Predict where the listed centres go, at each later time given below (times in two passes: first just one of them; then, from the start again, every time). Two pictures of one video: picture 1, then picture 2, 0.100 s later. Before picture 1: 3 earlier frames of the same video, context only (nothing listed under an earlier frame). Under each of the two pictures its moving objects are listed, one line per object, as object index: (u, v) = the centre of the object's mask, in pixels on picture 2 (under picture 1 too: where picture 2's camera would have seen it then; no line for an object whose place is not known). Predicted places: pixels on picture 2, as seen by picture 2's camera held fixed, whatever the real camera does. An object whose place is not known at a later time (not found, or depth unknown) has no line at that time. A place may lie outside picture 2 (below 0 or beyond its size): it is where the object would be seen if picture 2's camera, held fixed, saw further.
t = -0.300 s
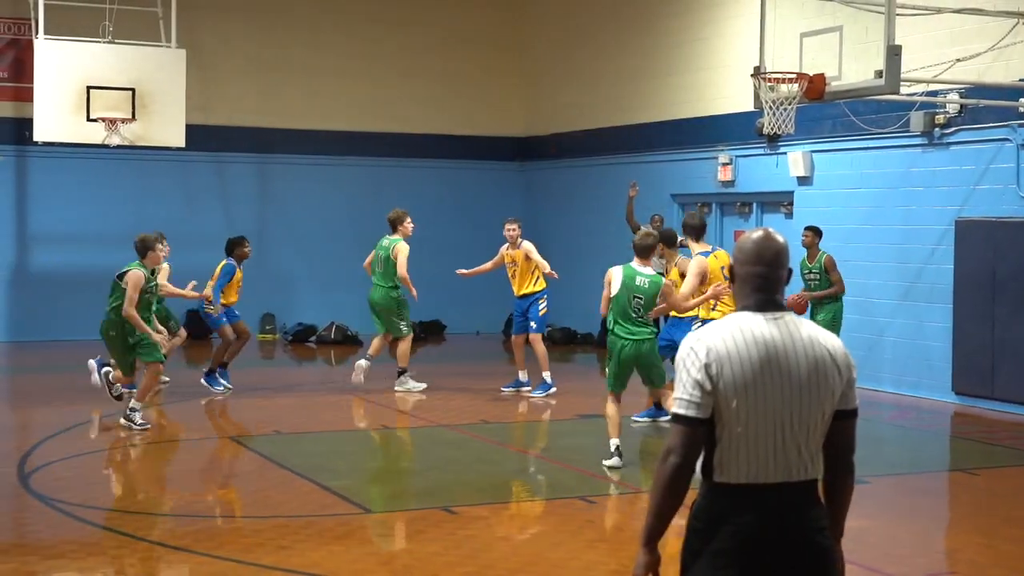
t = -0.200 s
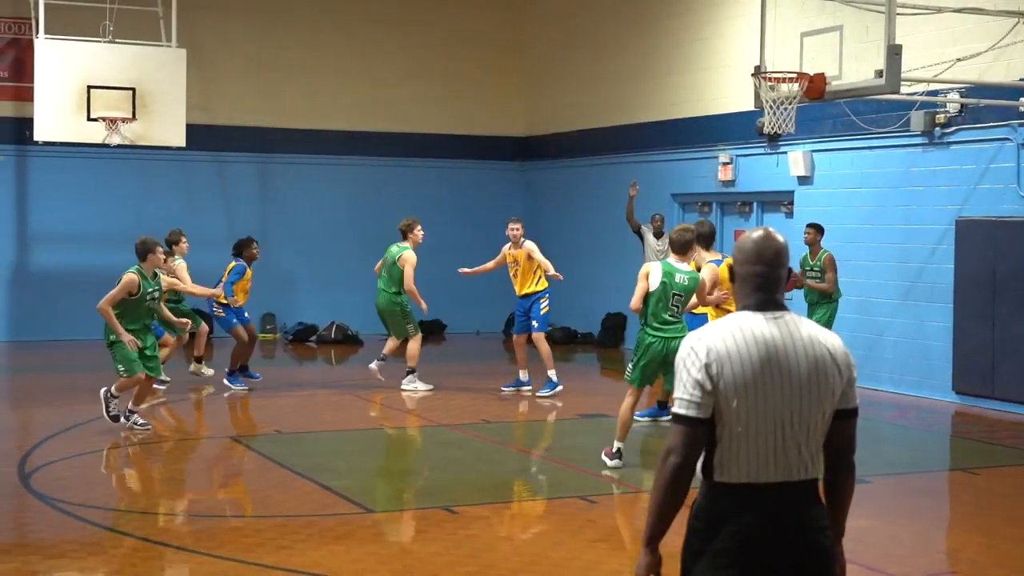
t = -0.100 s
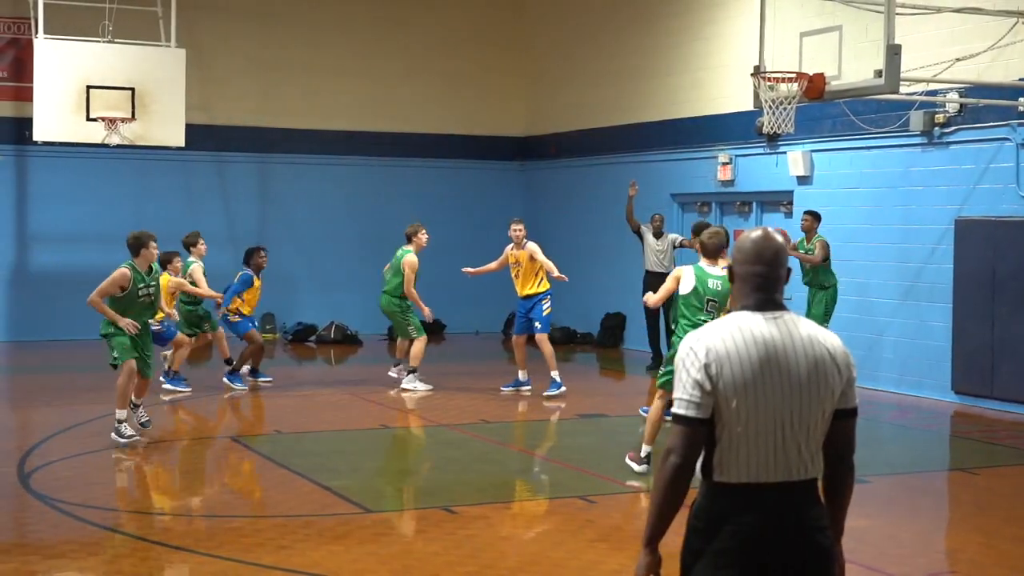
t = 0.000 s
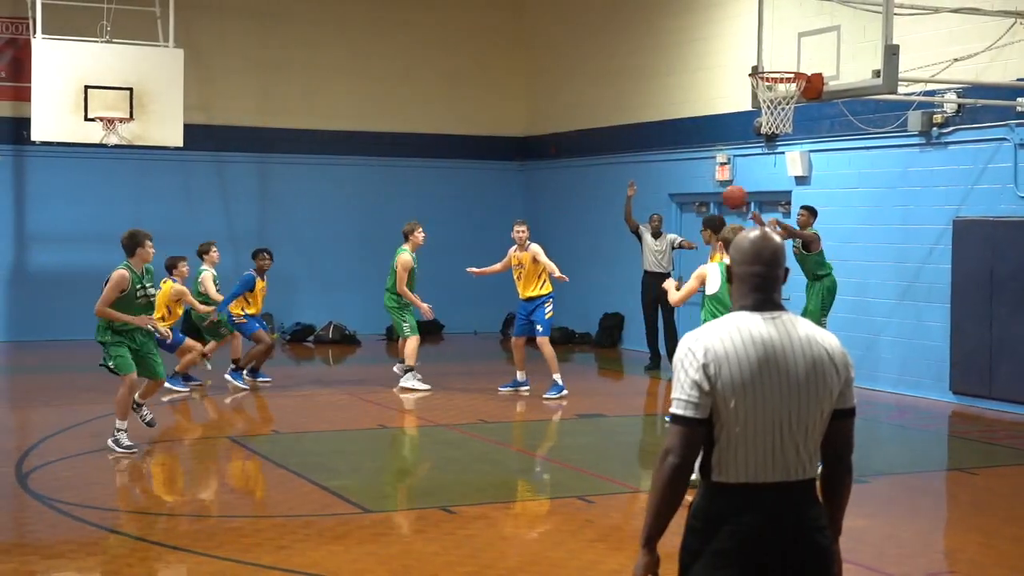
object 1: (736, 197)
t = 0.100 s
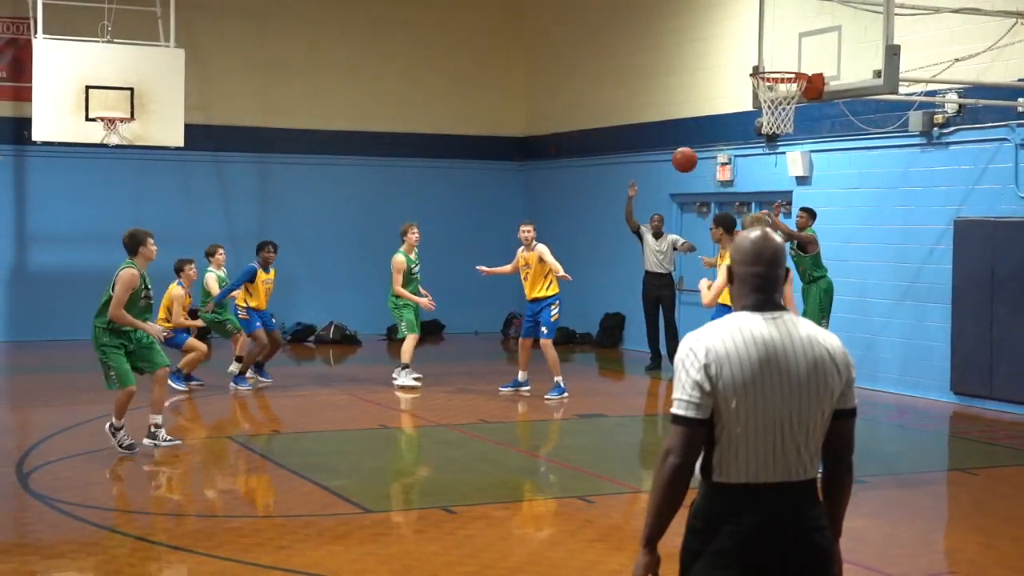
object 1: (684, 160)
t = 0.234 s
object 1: (612, 120)
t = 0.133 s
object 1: (667, 148)
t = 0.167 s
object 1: (649, 138)
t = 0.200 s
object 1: (631, 129)
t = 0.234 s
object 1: (612, 120)
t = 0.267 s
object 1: (594, 113)
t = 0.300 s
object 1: (574, 106)
